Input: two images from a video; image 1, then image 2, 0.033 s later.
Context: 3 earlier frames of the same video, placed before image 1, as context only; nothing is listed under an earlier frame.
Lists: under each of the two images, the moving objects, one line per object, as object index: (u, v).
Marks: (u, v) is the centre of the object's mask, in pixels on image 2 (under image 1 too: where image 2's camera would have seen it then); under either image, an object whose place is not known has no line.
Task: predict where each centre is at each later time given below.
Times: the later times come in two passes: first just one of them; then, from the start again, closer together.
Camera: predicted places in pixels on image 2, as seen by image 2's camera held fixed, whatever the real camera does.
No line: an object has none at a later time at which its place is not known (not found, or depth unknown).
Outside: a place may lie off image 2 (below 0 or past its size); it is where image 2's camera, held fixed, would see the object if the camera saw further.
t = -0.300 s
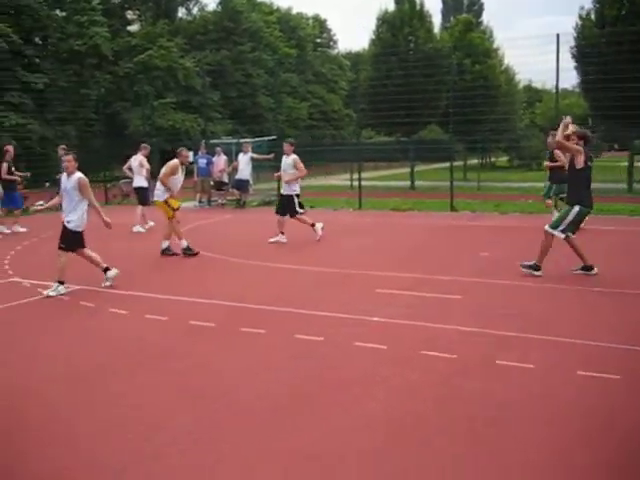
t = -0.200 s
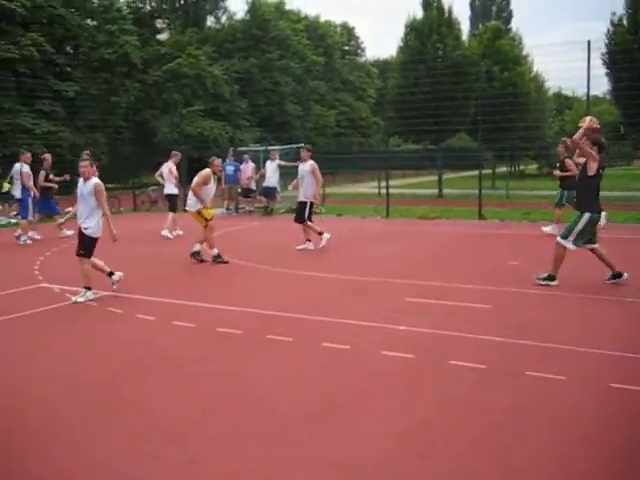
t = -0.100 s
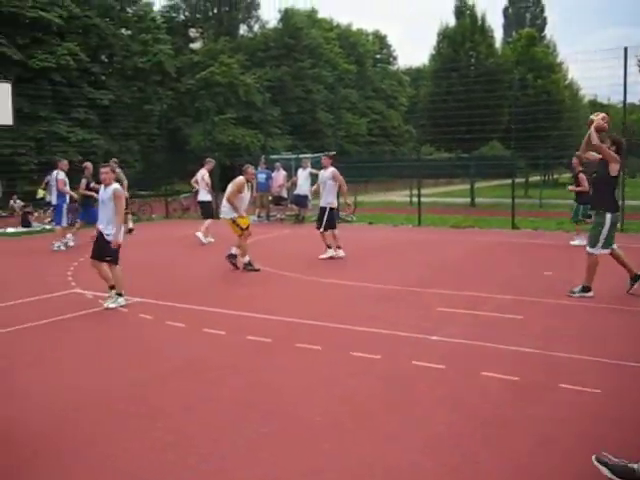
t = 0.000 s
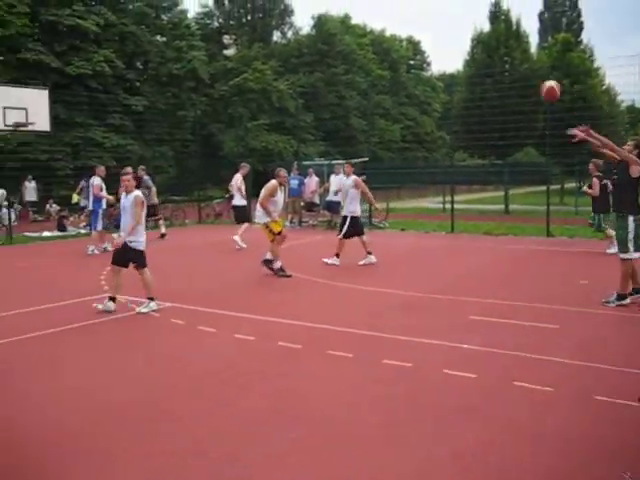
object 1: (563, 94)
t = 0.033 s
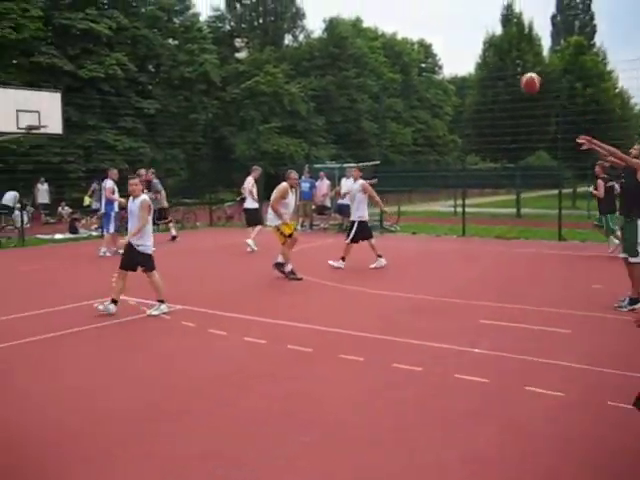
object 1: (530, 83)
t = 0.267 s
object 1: (308, 37)
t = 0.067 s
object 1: (497, 73)
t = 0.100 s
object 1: (465, 65)
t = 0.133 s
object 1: (433, 58)
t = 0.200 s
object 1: (370, 44)
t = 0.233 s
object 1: (339, 40)
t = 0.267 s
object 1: (308, 37)
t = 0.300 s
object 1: (278, 34)
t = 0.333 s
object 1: (248, 32)
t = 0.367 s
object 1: (219, 32)
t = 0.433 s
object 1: (161, 33)
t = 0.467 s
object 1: (133, 35)
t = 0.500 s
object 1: (106, 38)
